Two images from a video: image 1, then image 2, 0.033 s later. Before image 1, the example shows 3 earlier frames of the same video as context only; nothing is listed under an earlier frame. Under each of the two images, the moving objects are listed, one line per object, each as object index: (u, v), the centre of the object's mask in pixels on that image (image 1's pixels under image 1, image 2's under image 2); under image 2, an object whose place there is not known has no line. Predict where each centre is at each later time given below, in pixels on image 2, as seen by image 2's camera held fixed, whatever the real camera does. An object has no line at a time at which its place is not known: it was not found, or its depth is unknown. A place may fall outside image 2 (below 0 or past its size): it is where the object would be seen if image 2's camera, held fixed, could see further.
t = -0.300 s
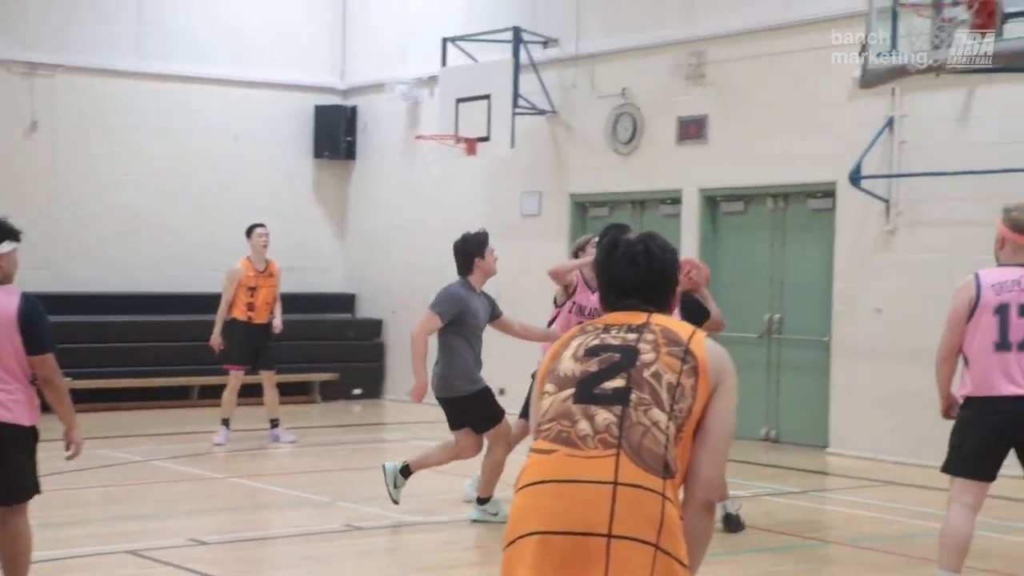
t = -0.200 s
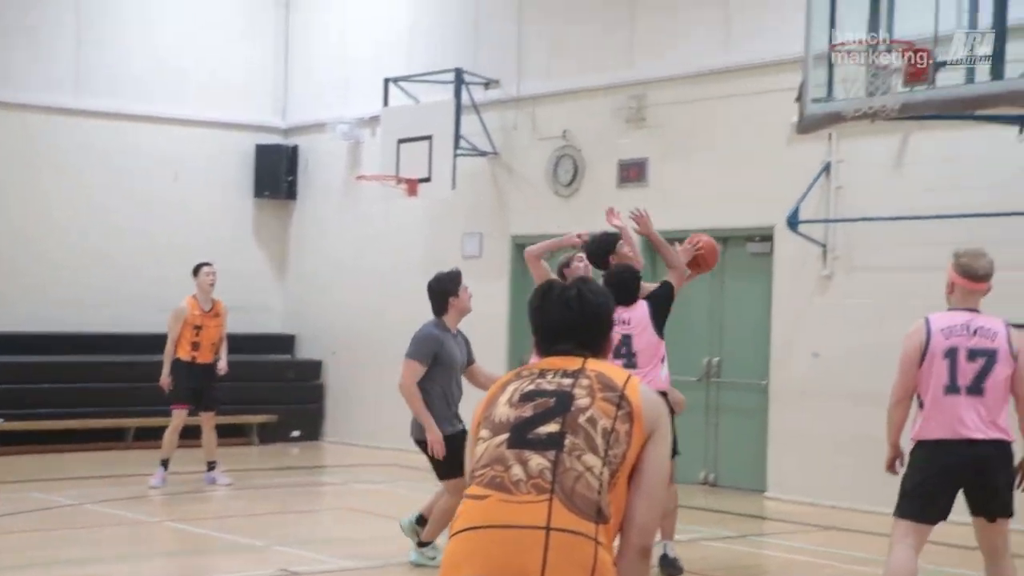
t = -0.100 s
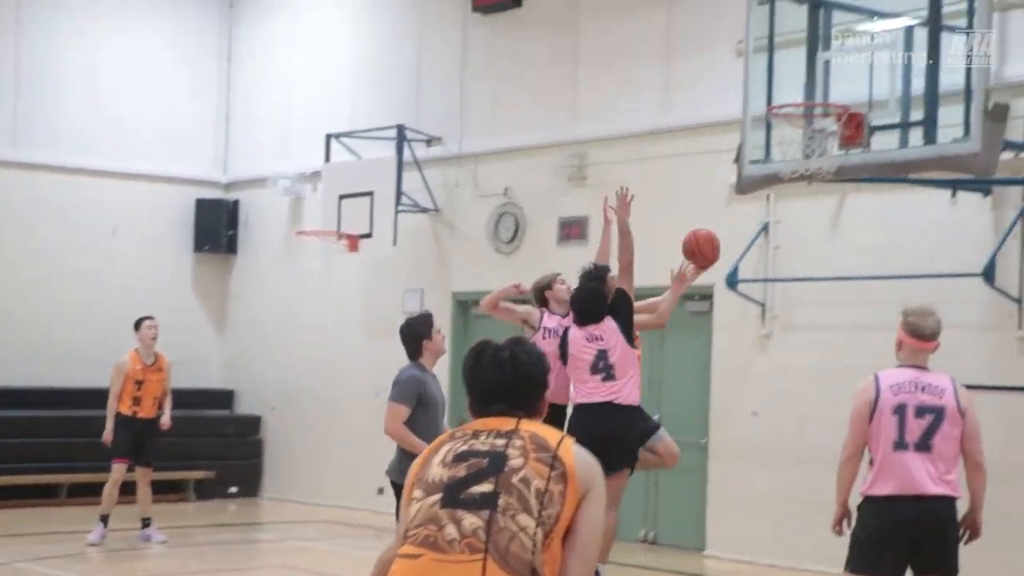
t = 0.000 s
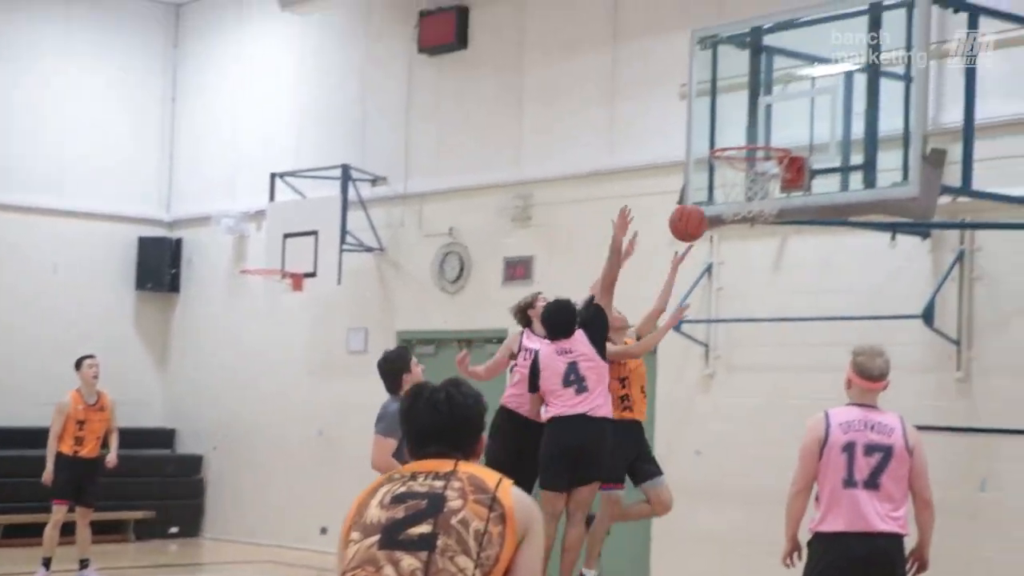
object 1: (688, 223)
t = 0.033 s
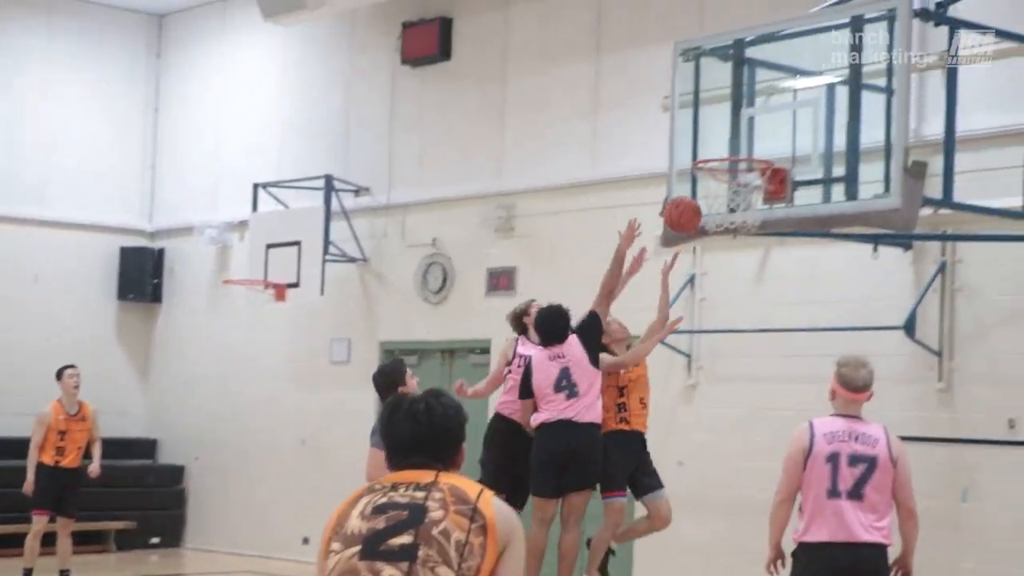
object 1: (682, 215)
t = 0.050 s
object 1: (688, 205)
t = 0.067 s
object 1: (694, 196)
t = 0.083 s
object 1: (700, 187)
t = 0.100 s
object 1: (706, 180)
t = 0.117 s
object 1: (709, 174)
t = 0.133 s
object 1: (709, 167)
